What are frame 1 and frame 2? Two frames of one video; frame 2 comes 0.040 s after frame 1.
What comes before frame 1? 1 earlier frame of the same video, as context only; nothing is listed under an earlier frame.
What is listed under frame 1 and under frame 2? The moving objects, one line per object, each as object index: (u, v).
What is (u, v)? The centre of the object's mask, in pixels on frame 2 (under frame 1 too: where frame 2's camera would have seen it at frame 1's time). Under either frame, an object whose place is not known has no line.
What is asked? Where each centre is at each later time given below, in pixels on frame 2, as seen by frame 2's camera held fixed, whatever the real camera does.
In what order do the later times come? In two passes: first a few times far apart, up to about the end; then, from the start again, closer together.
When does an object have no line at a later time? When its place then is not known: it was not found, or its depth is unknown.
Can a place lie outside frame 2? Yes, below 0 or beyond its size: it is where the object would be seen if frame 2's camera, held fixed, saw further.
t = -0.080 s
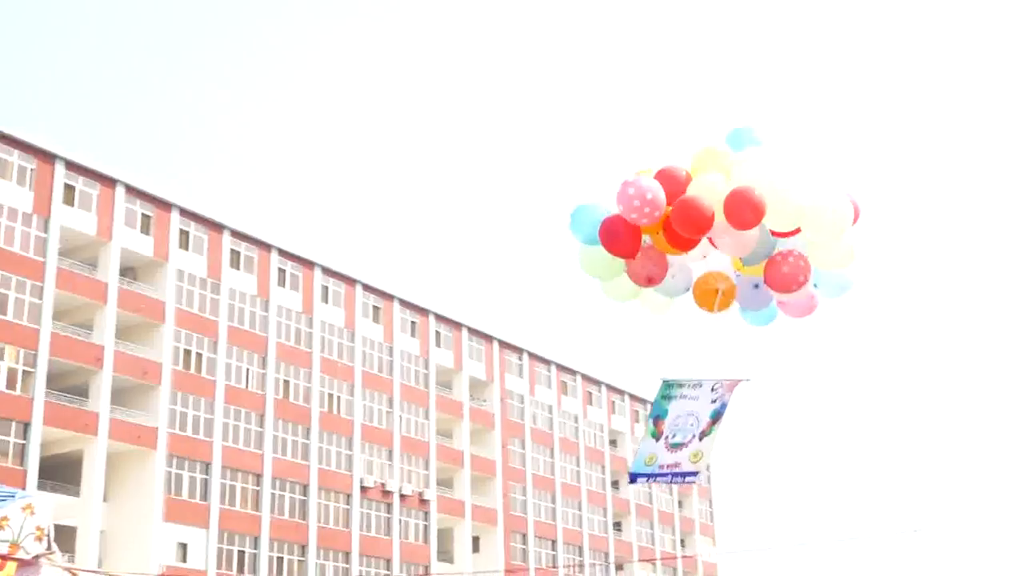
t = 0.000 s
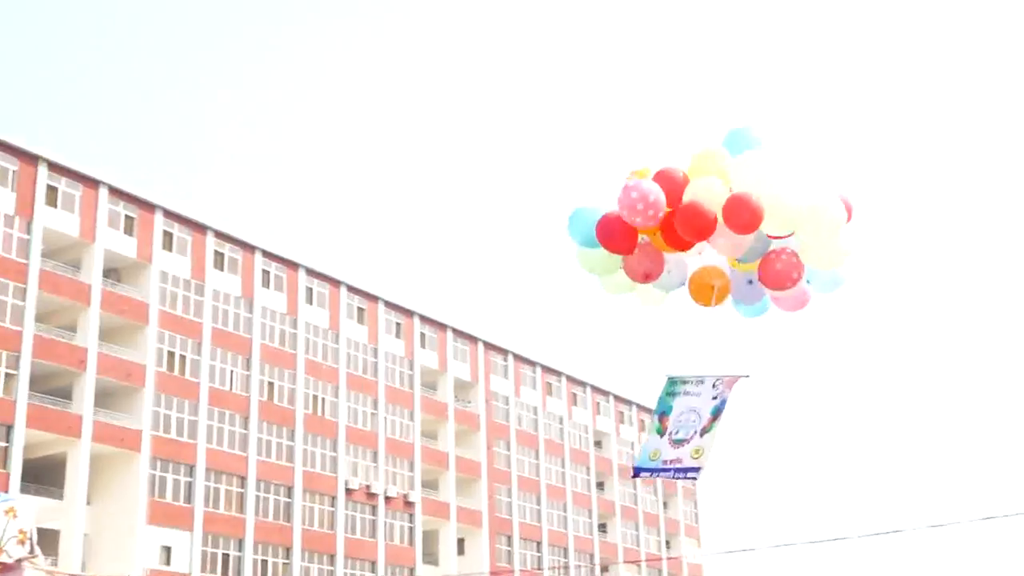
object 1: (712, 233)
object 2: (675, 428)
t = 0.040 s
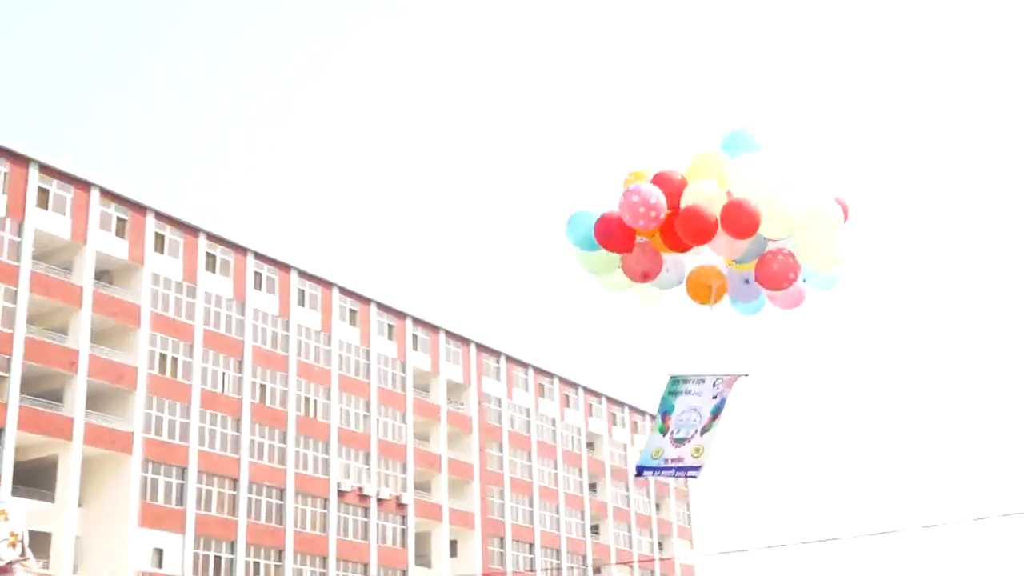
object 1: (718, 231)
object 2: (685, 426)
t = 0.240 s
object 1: (745, 219)
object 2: (730, 408)
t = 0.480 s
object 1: (771, 204)
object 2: (773, 391)
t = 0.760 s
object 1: (803, 189)
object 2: (818, 370)
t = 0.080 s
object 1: (724, 229)
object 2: (694, 423)
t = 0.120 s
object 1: (729, 226)
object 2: (702, 418)
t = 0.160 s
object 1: (735, 223)
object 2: (712, 414)
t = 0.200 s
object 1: (739, 222)
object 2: (720, 411)
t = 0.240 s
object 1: (745, 219)
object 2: (730, 408)
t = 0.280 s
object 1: (751, 218)
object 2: (738, 406)
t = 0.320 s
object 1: (754, 217)
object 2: (745, 403)
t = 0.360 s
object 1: (757, 211)
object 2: (753, 399)
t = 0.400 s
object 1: (762, 208)
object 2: (760, 397)
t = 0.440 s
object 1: (767, 207)
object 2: (767, 394)
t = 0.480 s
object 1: (771, 204)
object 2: (773, 391)
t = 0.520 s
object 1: (776, 202)
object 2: (779, 388)
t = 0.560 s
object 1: (782, 199)
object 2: (786, 385)
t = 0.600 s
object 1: (787, 197)
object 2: (793, 383)
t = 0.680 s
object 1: (794, 195)
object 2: (806, 377)
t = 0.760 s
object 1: (803, 189)
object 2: (818, 370)
